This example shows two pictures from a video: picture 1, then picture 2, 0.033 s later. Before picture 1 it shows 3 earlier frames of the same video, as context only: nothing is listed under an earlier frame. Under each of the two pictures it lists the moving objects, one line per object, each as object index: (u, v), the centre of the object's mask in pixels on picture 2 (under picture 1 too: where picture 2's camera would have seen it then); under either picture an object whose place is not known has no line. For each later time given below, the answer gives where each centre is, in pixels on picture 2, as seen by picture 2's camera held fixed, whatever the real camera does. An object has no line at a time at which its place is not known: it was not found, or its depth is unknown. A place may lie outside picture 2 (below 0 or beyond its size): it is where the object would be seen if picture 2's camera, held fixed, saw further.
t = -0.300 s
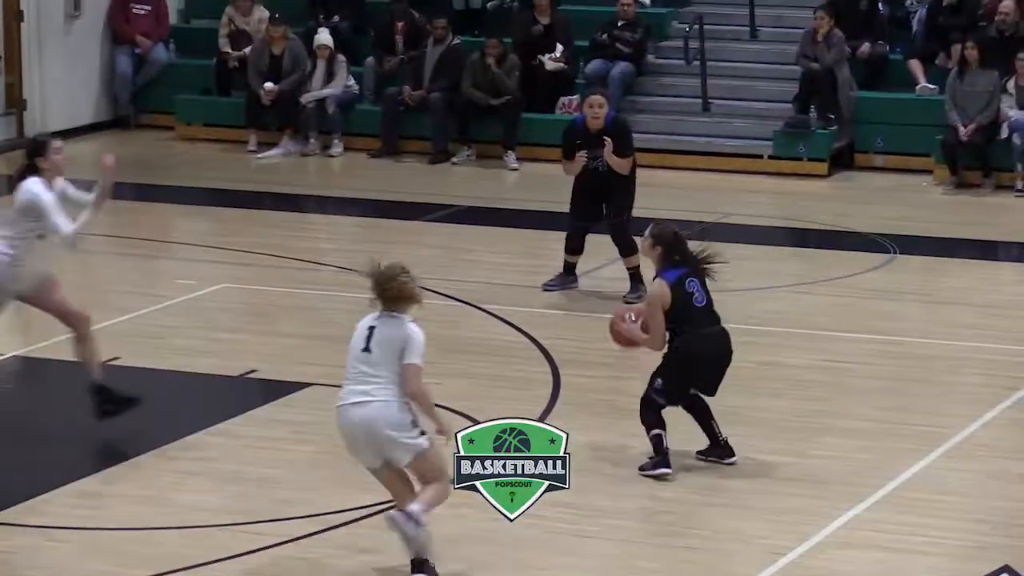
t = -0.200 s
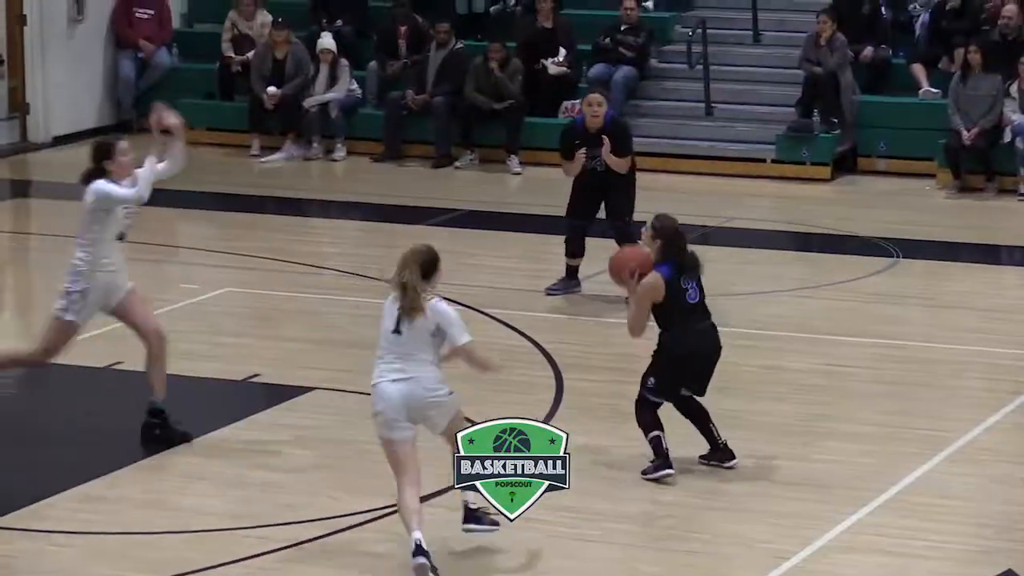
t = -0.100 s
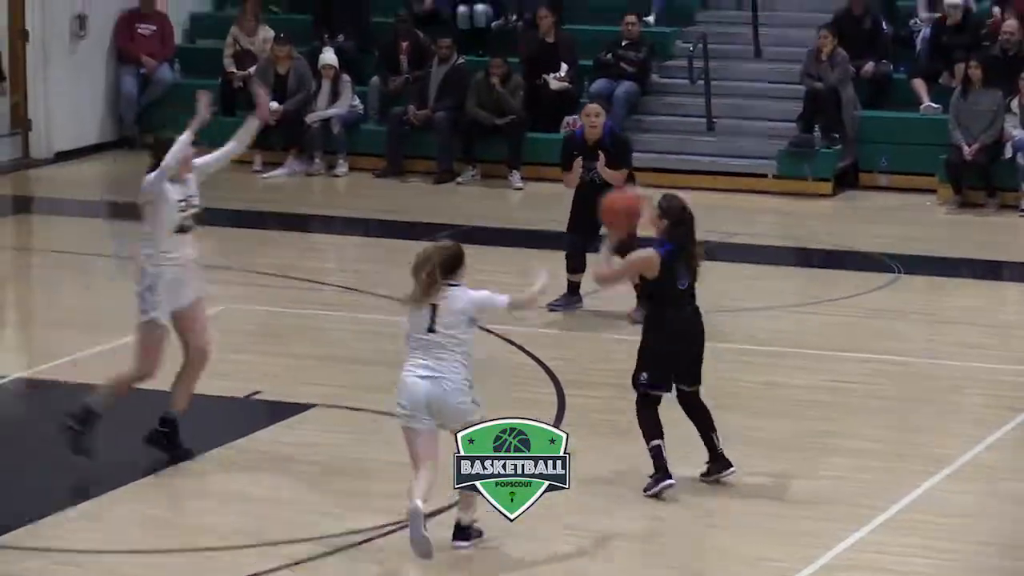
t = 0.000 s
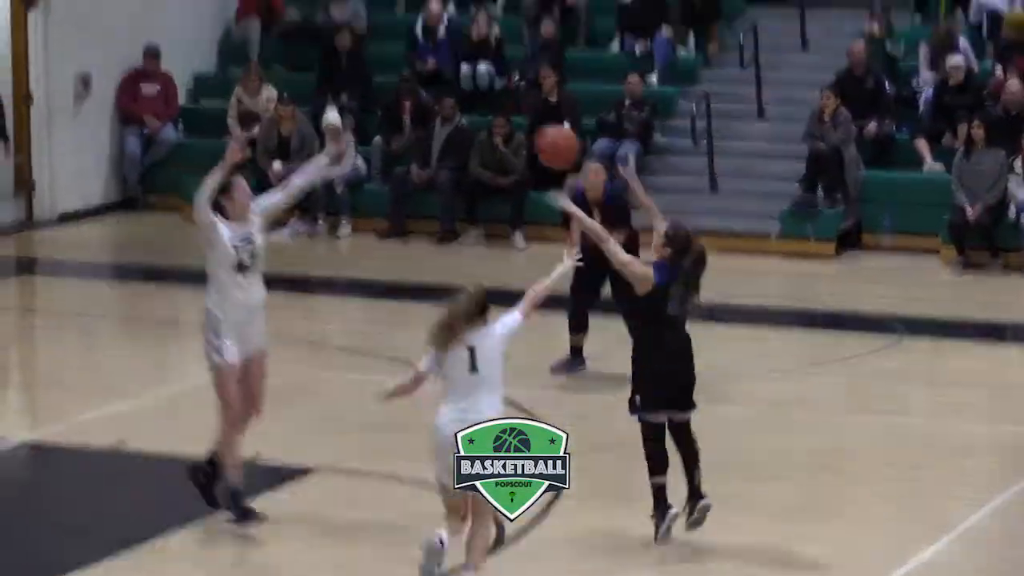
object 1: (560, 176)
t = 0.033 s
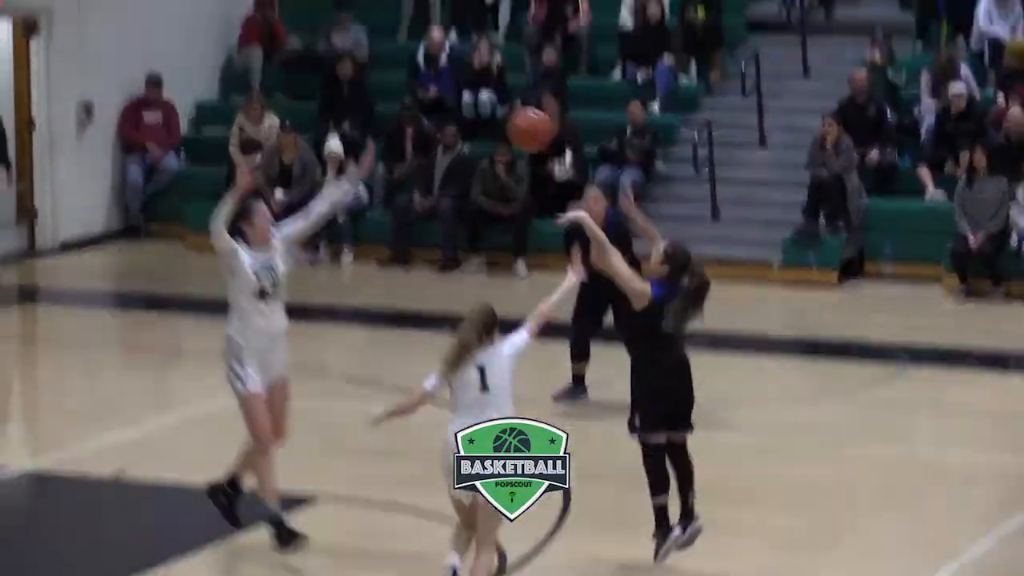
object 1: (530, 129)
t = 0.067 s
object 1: (501, 86)
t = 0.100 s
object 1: (473, 44)
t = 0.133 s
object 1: (442, 3)
